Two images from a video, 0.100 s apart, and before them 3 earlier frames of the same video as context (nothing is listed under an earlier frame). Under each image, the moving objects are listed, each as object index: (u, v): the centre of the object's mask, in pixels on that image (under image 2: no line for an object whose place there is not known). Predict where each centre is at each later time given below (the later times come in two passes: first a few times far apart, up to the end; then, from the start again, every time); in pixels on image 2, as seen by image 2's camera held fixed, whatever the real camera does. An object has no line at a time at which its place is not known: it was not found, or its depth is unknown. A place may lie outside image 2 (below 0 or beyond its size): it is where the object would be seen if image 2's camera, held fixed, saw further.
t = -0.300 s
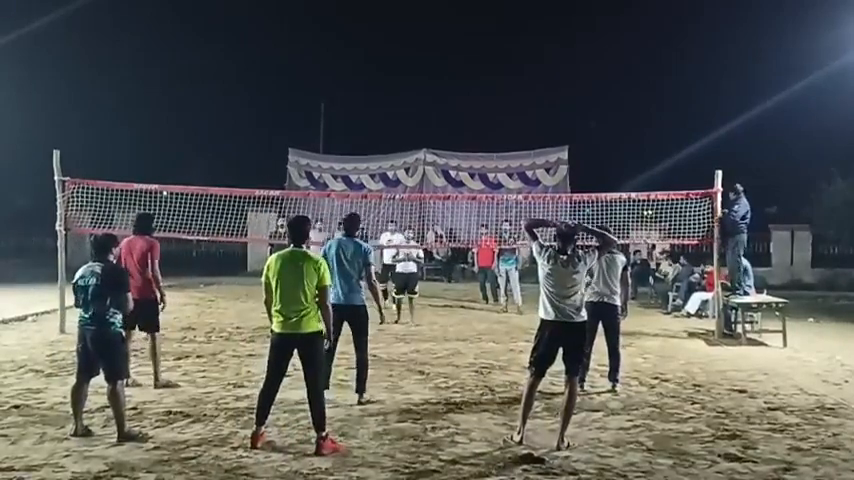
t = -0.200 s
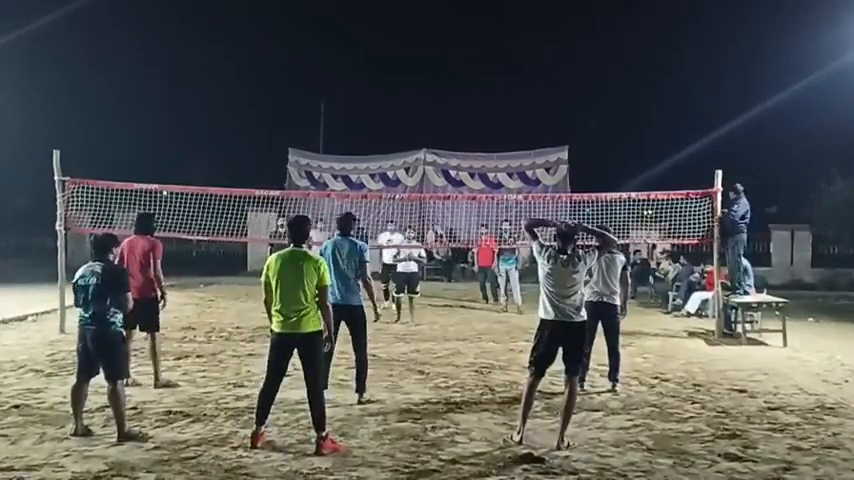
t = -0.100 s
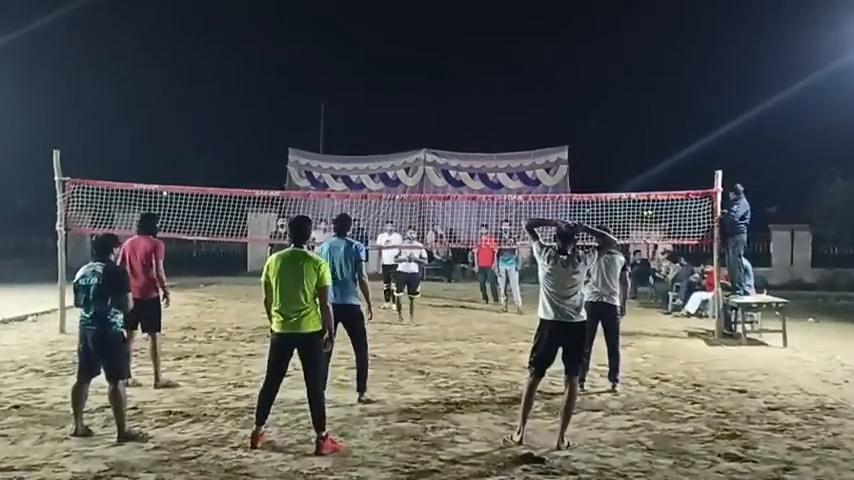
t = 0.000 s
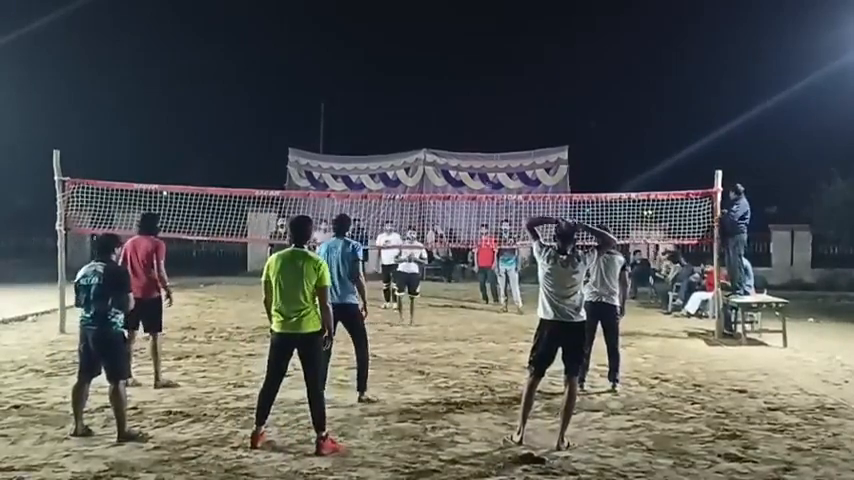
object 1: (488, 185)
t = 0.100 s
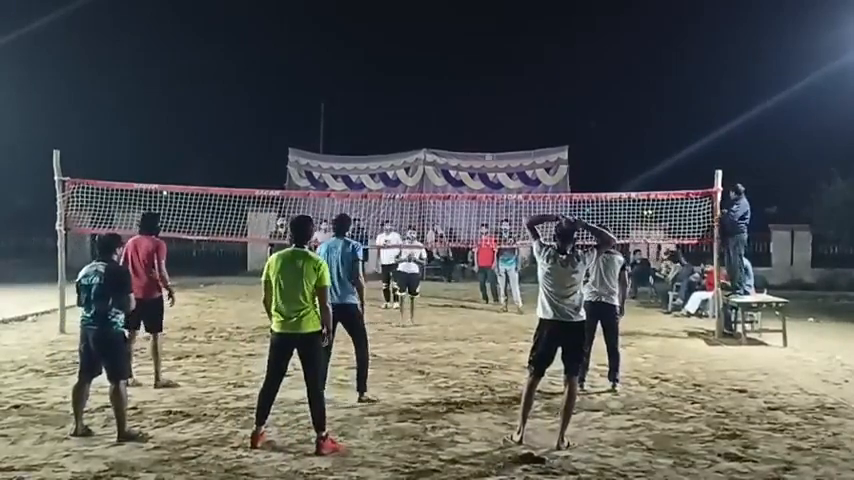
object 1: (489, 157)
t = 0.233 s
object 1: (490, 124)
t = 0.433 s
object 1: (492, 78)
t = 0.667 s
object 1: (498, 39)
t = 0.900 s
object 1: (506, 27)
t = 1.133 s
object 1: (519, 52)
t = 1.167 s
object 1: (522, 61)
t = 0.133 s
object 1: (488, 148)
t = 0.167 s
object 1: (489, 141)
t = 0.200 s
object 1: (489, 132)
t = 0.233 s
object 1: (490, 124)
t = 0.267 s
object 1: (490, 115)
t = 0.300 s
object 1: (490, 107)
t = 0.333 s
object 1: (491, 99)
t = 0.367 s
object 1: (491, 92)
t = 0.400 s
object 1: (492, 85)
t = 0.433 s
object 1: (492, 78)
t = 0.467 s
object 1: (493, 71)
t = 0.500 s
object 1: (494, 65)
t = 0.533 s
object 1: (494, 59)
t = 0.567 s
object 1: (495, 53)
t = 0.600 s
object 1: (496, 48)
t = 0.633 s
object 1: (497, 44)
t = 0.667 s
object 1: (498, 39)
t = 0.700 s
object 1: (498, 36)
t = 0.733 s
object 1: (499, 33)
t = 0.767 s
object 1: (501, 30)
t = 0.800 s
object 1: (502, 28)
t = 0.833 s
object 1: (503, 27)
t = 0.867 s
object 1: (505, 26)
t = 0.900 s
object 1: (506, 27)
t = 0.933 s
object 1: (507, 28)
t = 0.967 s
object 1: (509, 29)
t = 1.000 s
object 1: (511, 32)
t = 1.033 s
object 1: (513, 36)
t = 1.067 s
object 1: (515, 40)
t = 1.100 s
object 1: (517, 46)
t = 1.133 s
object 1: (519, 52)
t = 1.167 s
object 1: (522, 61)
